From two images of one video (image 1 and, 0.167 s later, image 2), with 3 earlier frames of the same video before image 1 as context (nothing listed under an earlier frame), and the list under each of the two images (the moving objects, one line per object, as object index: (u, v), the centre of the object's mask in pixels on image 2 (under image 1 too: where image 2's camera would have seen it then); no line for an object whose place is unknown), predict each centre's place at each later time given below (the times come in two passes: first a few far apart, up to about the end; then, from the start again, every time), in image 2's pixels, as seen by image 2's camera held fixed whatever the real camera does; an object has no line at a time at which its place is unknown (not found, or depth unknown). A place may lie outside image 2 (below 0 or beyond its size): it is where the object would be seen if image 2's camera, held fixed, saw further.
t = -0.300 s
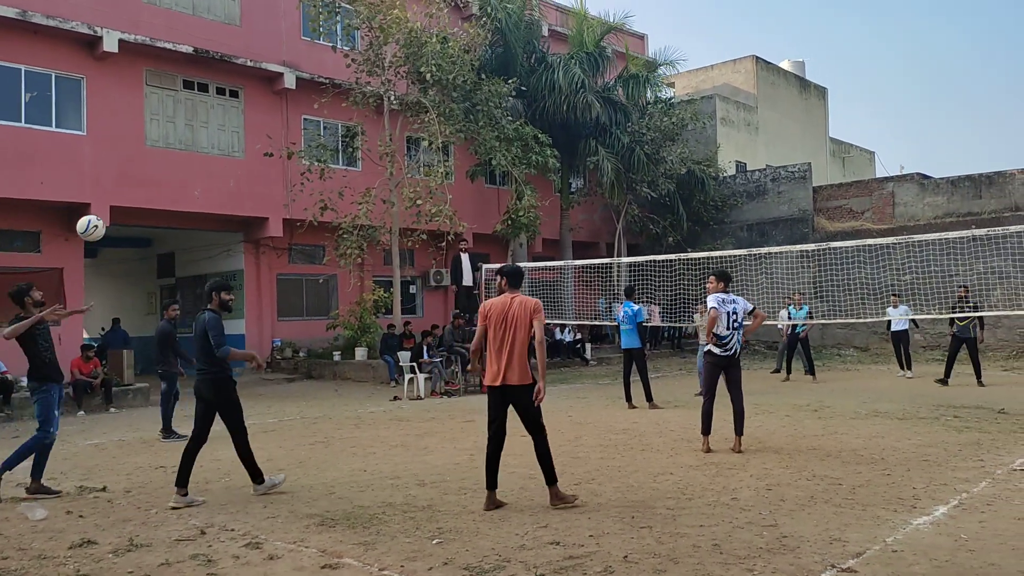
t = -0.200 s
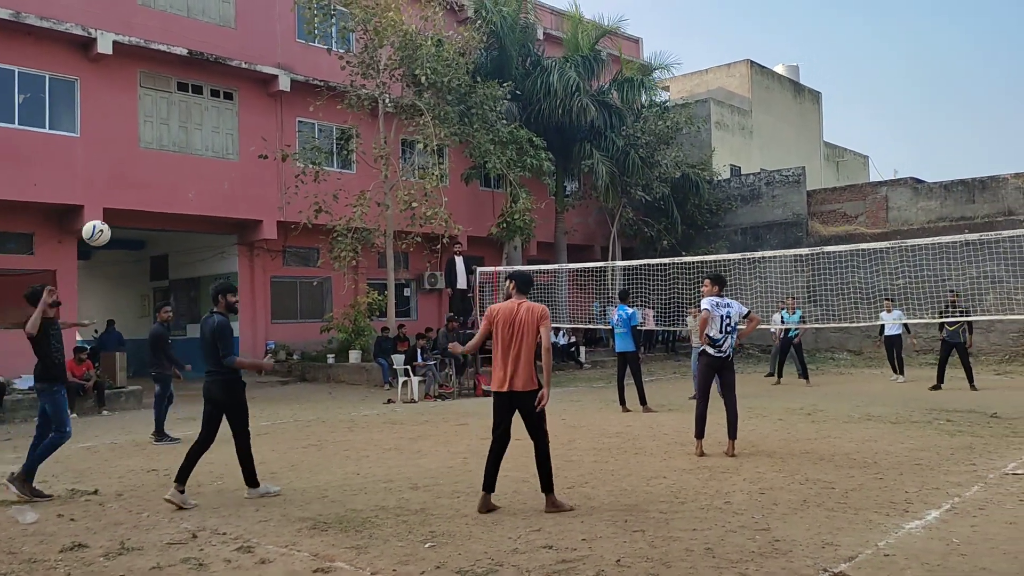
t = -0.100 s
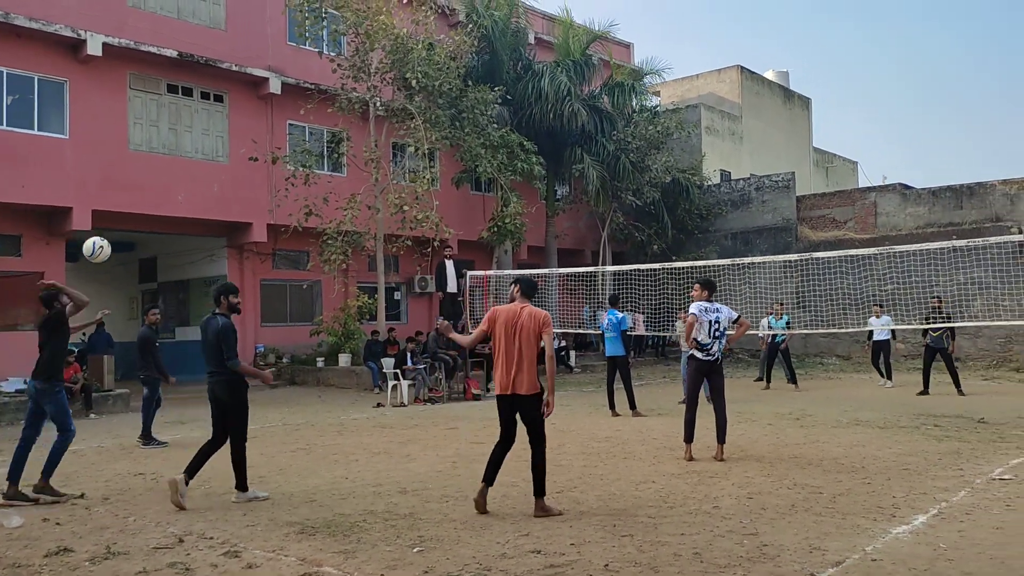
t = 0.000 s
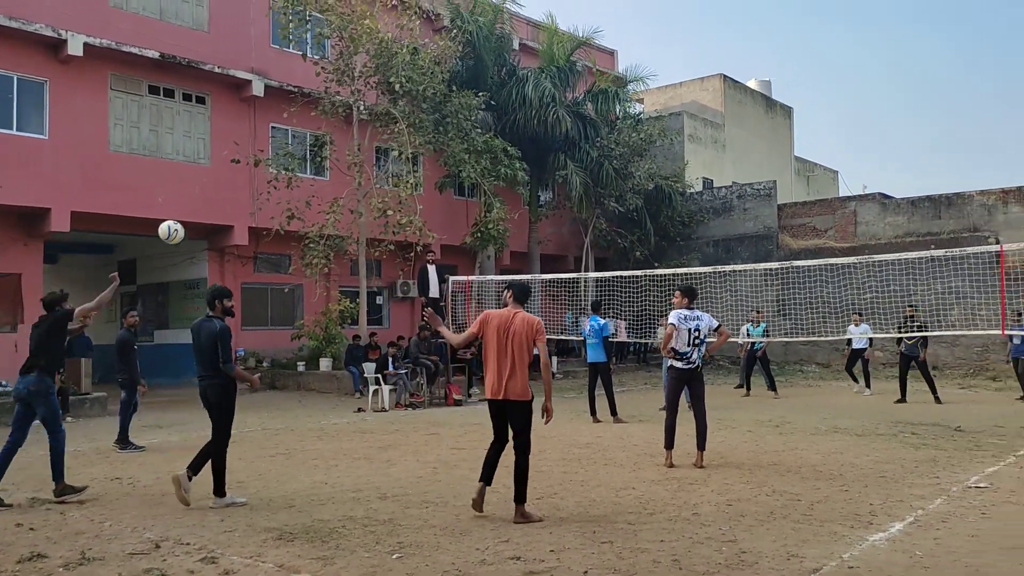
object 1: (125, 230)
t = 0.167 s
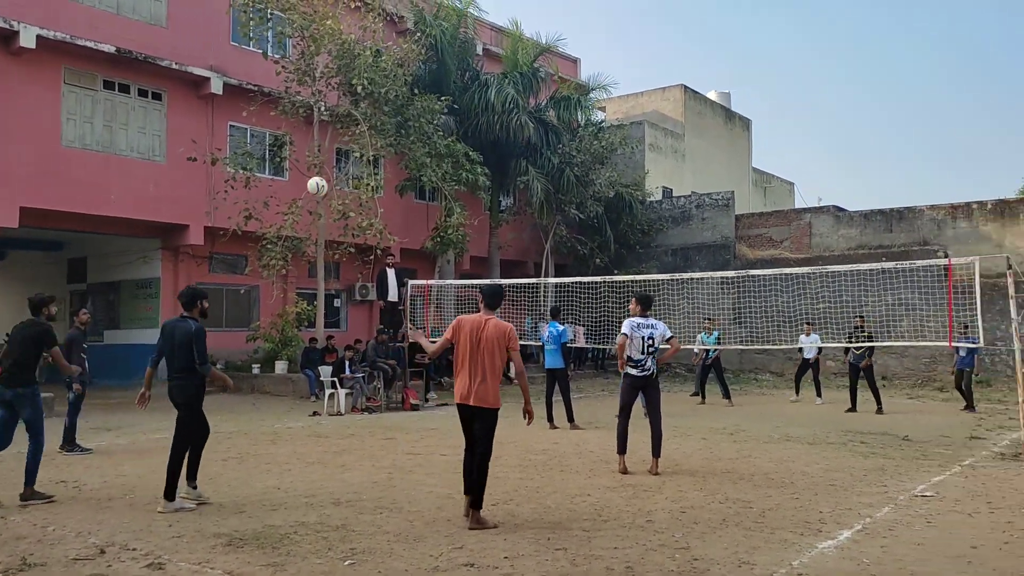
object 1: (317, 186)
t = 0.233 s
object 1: (374, 178)
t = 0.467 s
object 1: (521, 174)
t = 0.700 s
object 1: (619, 195)
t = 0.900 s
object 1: (682, 230)
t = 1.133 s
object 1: (739, 288)
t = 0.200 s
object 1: (346, 181)
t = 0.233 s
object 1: (374, 178)
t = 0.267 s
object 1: (400, 175)
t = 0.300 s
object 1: (423, 174)
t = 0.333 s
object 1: (445, 172)
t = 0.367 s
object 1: (466, 172)
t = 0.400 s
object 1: (485, 172)
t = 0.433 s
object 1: (503, 173)
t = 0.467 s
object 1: (521, 174)
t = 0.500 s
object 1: (537, 175)
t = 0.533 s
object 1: (552, 177)
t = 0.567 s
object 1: (567, 180)
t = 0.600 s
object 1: (581, 183)
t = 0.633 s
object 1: (594, 186)
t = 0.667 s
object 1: (607, 190)
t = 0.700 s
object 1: (619, 195)
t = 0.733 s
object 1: (631, 200)
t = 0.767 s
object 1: (642, 205)
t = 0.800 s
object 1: (653, 211)
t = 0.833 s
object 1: (663, 217)
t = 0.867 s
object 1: (673, 223)
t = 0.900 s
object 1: (682, 230)
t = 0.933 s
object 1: (691, 238)
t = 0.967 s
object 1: (700, 245)
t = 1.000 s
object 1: (709, 253)
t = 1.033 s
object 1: (717, 262)
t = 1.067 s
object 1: (725, 268)
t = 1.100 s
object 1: (732, 278)
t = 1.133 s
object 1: (739, 288)
